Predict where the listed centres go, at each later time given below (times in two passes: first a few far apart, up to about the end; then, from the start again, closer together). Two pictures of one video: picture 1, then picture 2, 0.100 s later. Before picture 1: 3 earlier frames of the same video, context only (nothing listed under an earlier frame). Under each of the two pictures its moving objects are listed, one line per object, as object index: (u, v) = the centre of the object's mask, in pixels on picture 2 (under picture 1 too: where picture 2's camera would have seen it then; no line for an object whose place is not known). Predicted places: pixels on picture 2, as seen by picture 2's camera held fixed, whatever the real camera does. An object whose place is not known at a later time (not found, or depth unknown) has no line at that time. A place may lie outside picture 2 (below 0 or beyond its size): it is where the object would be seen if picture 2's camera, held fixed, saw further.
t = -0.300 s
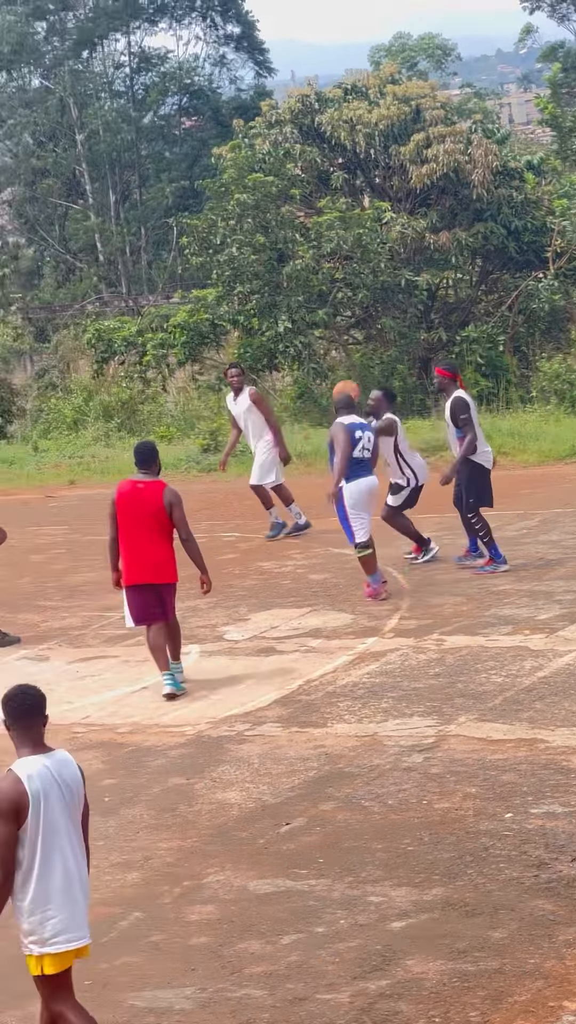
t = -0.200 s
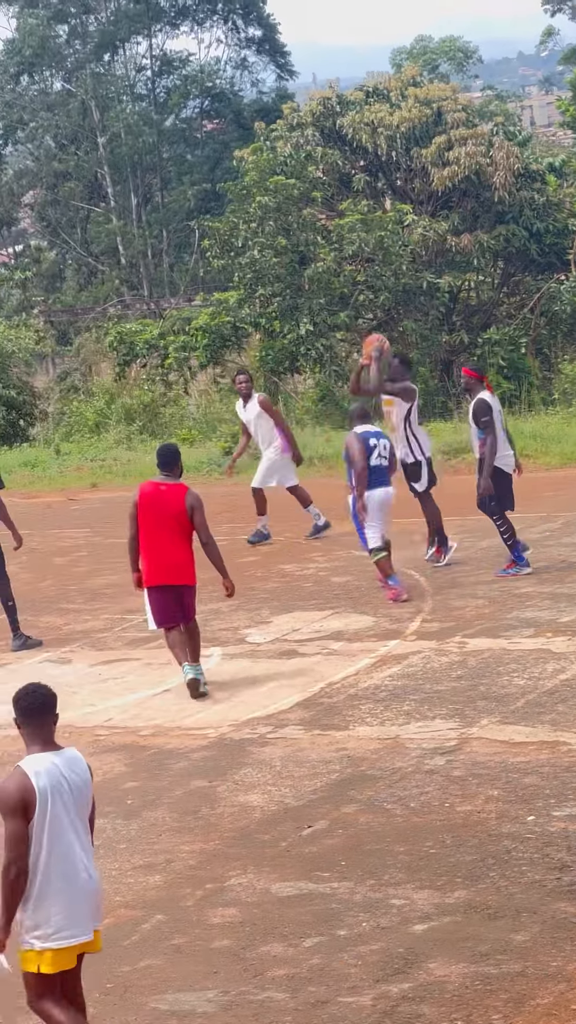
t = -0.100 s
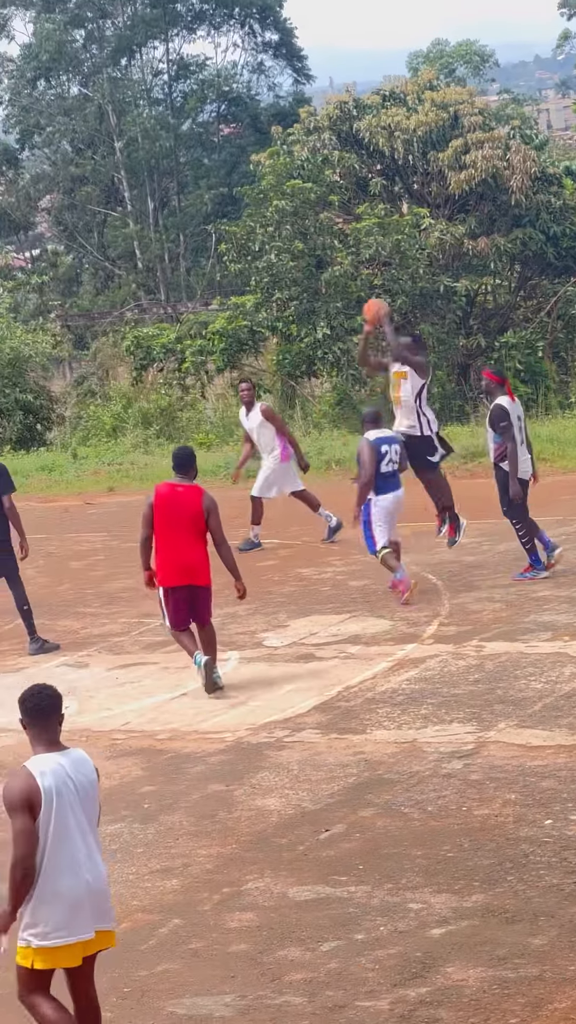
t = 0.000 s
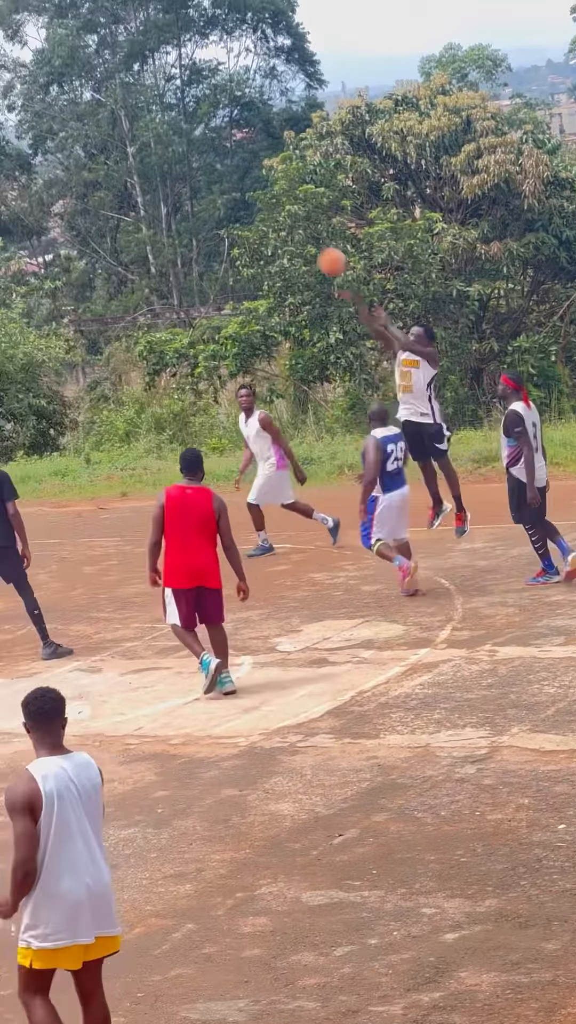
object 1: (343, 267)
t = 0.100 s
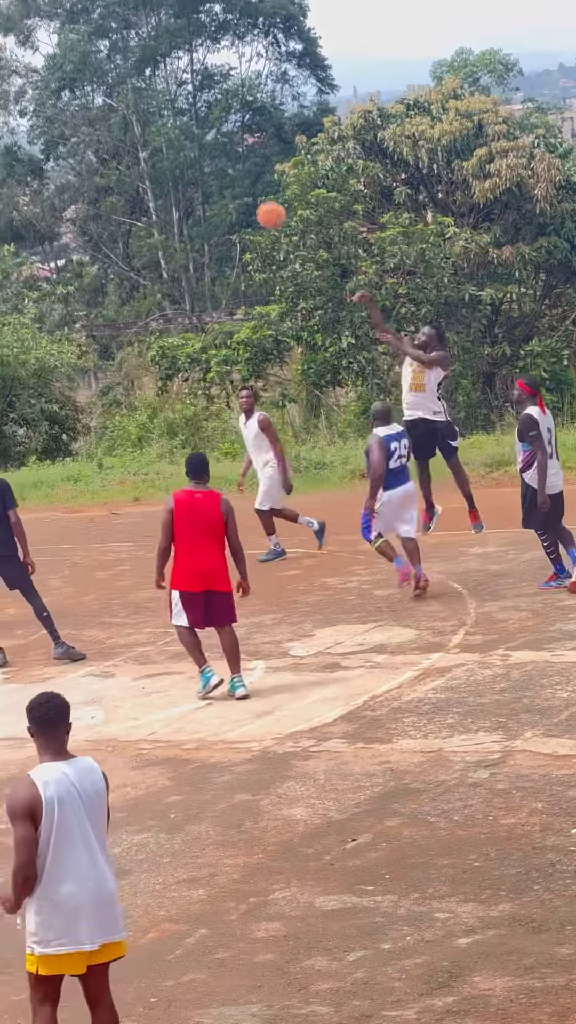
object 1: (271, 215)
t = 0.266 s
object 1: (151, 154)
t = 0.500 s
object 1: (-10, 117)
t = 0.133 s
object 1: (246, 201)
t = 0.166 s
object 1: (223, 187)
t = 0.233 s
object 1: (175, 164)
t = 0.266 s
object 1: (151, 154)
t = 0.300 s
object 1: (128, 145)
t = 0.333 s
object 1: (105, 138)
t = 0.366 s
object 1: (82, 130)
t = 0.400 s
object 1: (59, 125)
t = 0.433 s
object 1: (36, 122)
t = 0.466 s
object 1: (13, 119)
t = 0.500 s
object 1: (-10, 117)
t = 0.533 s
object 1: (-34, 117)
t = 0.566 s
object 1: (-53, 119)
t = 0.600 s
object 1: (-72, 121)
